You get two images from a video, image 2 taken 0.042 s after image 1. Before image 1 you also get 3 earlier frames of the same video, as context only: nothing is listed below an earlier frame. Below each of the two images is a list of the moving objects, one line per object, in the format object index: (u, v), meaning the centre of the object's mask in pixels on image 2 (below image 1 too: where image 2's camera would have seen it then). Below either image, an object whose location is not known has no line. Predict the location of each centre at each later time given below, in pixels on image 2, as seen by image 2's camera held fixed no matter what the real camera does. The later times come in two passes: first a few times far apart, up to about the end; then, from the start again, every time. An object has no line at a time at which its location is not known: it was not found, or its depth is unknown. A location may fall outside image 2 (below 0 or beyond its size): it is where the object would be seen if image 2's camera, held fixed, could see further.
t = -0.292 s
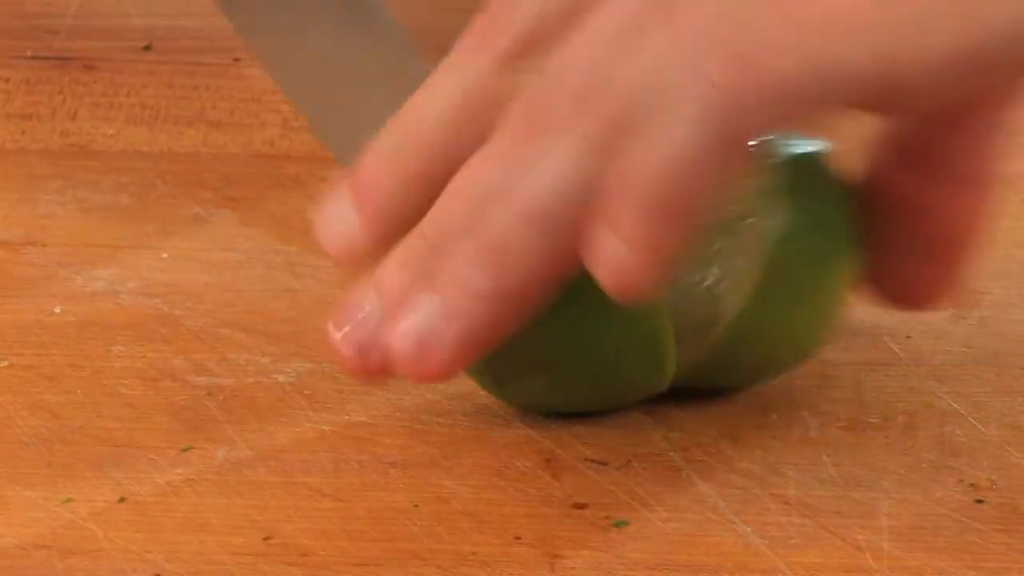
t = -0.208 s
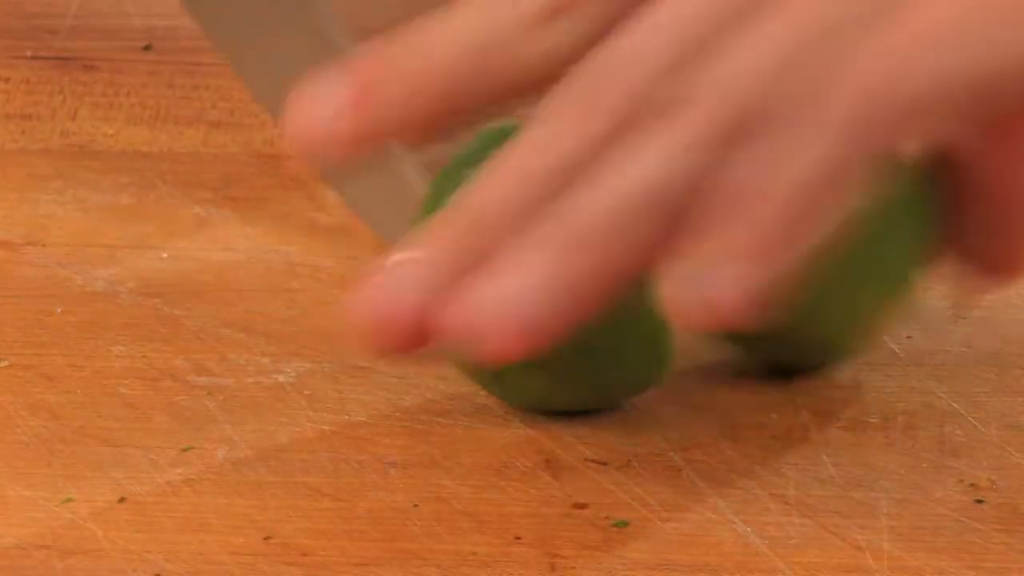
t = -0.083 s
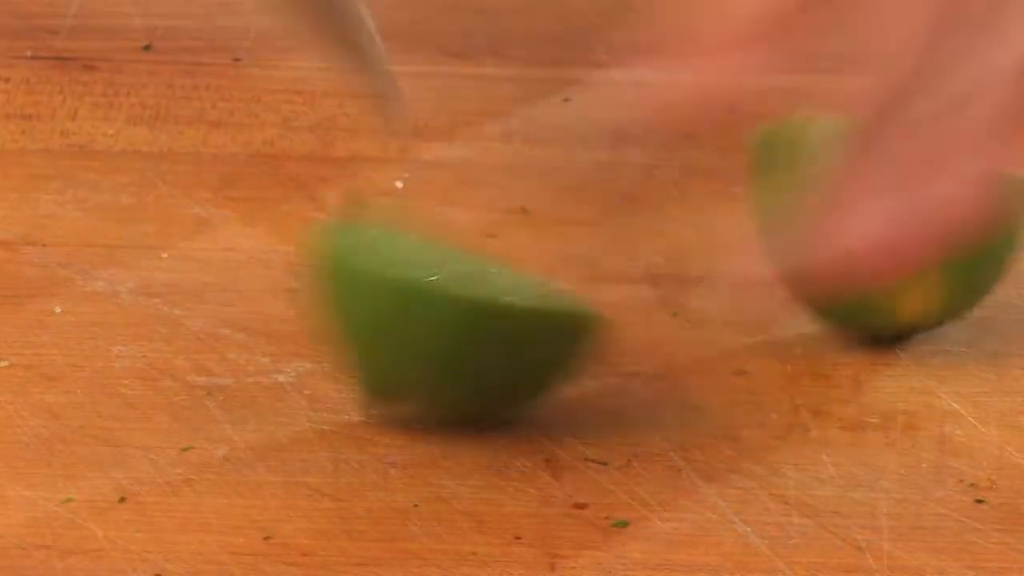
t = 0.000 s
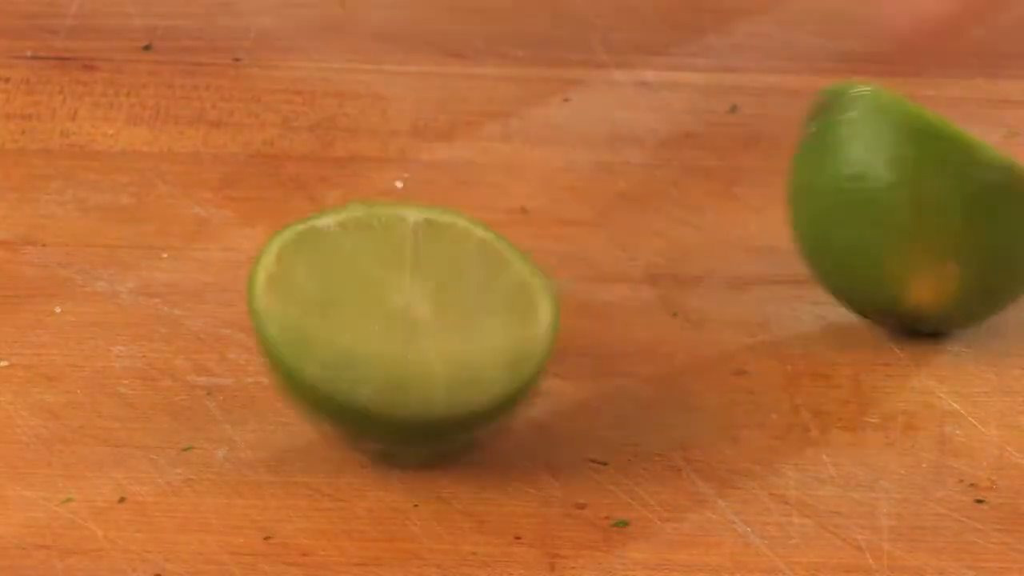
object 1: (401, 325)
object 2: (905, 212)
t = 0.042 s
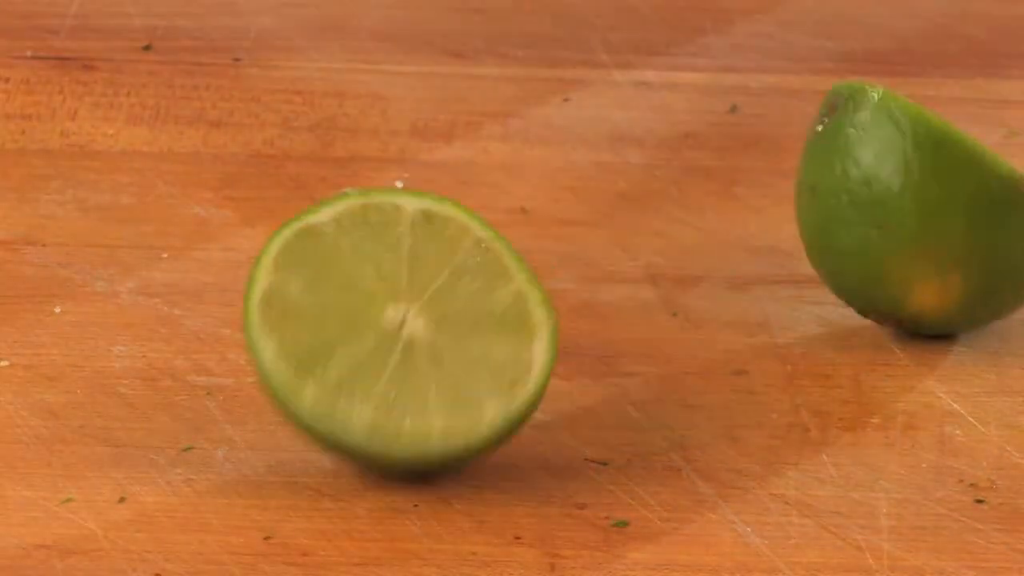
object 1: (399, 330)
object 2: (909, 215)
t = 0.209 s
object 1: (360, 324)
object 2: (866, 233)
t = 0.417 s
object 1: (390, 322)
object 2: (815, 218)
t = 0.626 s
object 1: (412, 322)
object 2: (844, 233)
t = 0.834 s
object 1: (414, 322)
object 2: (871, 234)
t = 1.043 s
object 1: (413, 322)
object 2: (894, 236)
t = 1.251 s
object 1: (412, 322)
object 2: (879, 235)
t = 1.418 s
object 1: (414, 322)
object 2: (891, 237)
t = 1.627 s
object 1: (413, 322)
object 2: (889, 237)
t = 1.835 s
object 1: (413, 322)
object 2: (889, 236)
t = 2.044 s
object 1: (413, 322)
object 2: (889, 236)
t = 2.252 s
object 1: (413, 321)
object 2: (889, 236)
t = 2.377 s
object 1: (413, 321)
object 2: (889, 236)
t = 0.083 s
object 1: (388, 336)
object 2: (905, 224)
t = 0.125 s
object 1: (374, 338)
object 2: (897, 236)
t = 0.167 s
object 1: (363, 333)
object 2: (884, 236)
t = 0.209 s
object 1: (360, 324)
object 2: (866, 233)
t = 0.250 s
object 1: (364, 320)
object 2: (846, 232)
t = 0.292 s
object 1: (374, 326)
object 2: (830, 233)
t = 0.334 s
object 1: (388, 327)
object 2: (822, 235)
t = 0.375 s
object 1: (393, 326)
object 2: (818, 232)
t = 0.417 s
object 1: (390, 322)
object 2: (815, 218)
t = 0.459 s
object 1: (399, 321)
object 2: (813, 208)
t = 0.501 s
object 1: (403, 321)
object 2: (819, 206)
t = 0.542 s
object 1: (410, 321)
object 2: (828, 210)
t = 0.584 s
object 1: (414, 322)
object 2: (837, 221)
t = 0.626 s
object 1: (412, 322)
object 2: (844, 233)
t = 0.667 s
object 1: (410, 323)
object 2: (849, 235)
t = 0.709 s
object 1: (409, 323)
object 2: (852, 233)
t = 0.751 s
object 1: (411, 323)
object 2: (855, 233)
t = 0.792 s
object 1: (413, 322)
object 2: (863, 233)
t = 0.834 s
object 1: (414, 322)
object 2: (871, 234)
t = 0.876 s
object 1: (411, 321)
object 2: (880, 235)
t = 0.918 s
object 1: (408, 321)
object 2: (887, 236)
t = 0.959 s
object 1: (409, 321)
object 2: (894, 236)
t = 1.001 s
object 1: (413, 322)
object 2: (896, 236)
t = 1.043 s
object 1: (413, 322)
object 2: (894, 236)
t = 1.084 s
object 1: (413, 322)
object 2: (890, 236)
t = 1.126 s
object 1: (413, 322)
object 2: (883, 236)
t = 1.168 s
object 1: (414, 322)
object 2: (879, 235)
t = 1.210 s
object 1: (413, 322)
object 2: (877, 235)
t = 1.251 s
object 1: (412, 322)
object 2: (879, 235)
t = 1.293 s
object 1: (412, 322)
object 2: (882, 236)
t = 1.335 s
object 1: (413, 322)
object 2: (886, 236)
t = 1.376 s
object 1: (414, 322)
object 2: (890, 237)
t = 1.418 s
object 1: (414, 322)
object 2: (891, 237)
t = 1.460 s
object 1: (413, 322)
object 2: (890, 236)
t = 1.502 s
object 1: (413, 322)
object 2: (890, 237)
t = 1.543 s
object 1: (413, 322)
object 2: (890, 237)
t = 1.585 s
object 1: (413, 322)
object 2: (888, 237)
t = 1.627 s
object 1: (413, 322)
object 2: (889, 237)
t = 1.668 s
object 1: (414, 322)
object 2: (889, 236)
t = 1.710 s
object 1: (413, 322)
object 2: (889, 236)
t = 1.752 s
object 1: (413, 322)
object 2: (889, 237)
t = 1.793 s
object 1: (413, 322)
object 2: (889, 236)
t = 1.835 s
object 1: (413, 322)
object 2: (889, 236)
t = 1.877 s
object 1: (413, 322)
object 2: (889, 236)
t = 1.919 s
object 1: (414, 322)
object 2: (889, 236)
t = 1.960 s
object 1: (413, 322)
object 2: (889, 236)
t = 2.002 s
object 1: (414, 322)
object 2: (889, 237)
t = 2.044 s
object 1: (413, 322)
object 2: (889, 236)
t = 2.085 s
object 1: (413, 322)
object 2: (889, 236)
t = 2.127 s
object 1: (413, 322)
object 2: (889, 236)
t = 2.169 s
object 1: (413, 322)
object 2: (889, 236)
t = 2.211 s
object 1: (412, 321)
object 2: (889, 236)
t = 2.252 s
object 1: (413, 321)
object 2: (889, 236)
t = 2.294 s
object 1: (413, 322)
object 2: (889, 236)
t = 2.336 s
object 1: (413, 321)
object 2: (889, 236)
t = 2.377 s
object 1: (413, 321)
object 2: (889, 236)
